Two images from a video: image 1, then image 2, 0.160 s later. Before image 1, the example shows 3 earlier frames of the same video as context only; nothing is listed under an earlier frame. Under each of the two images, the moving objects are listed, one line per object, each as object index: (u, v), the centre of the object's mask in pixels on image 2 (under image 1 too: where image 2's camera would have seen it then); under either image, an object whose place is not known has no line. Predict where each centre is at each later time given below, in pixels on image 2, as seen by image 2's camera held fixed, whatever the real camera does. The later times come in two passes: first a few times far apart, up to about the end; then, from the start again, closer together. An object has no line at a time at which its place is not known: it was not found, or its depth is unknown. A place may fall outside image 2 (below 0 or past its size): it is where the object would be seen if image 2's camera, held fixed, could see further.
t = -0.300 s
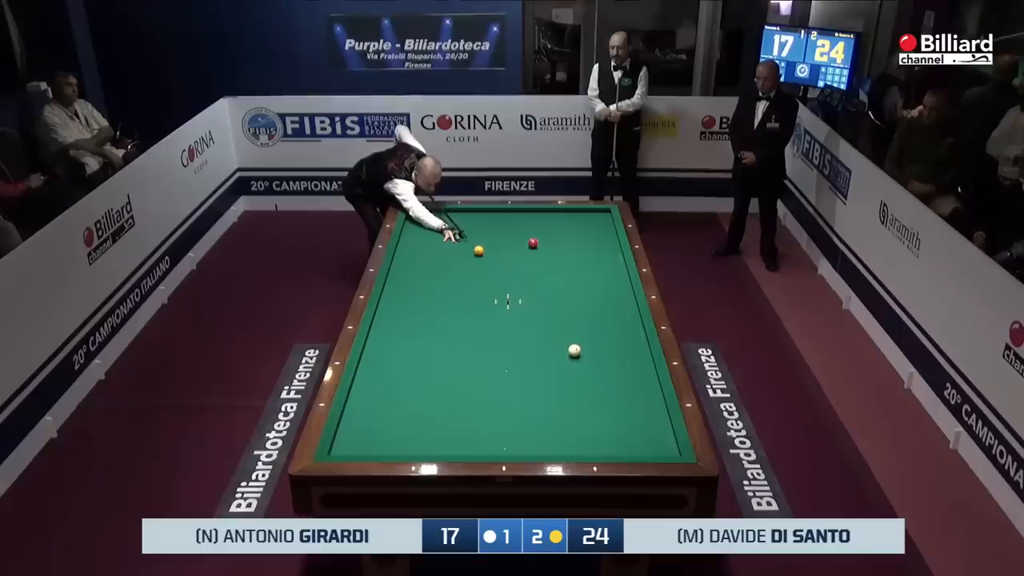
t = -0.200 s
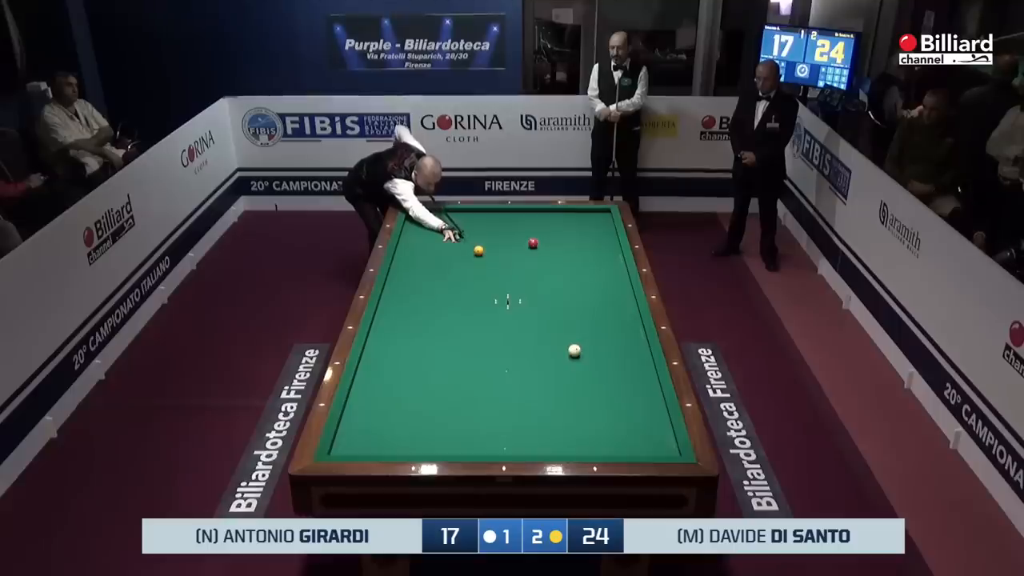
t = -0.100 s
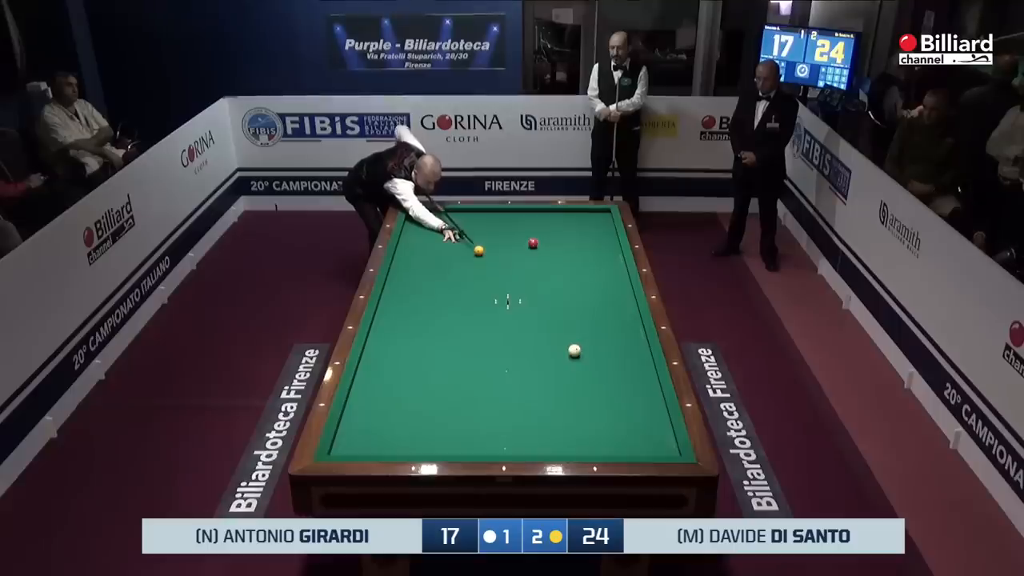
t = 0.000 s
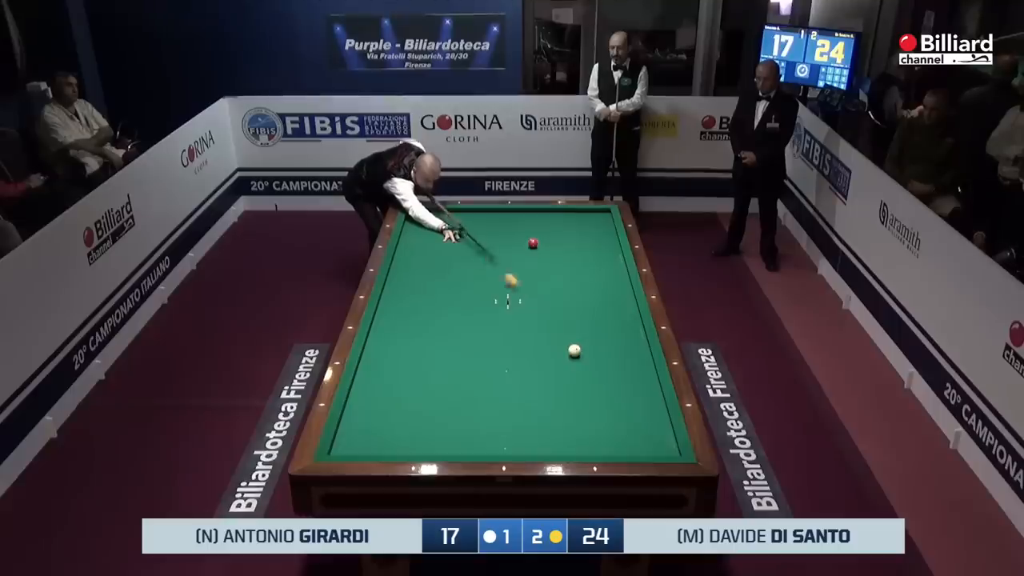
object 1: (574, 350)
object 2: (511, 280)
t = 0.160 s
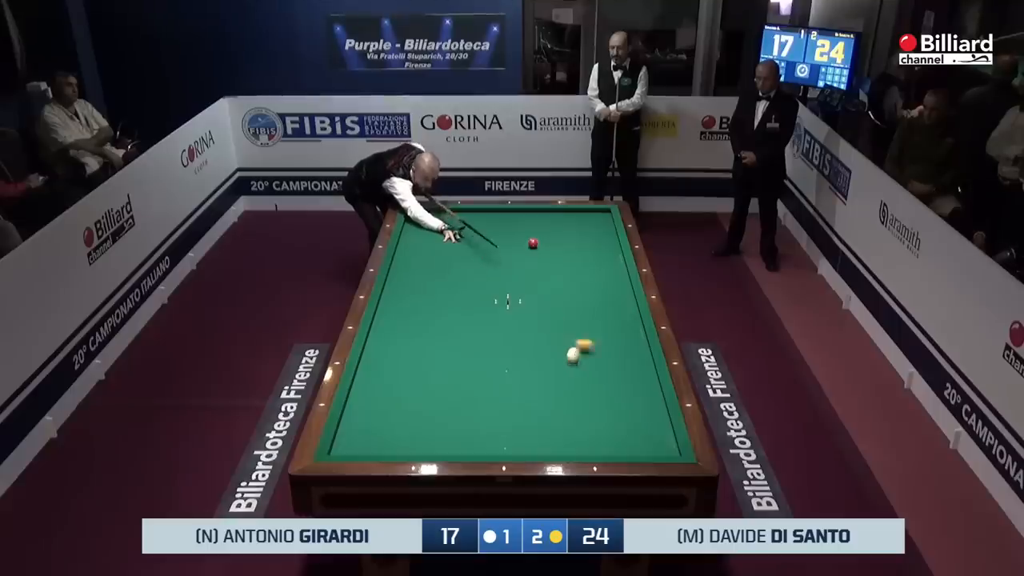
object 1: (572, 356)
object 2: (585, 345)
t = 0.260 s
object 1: (559, 400)
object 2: (644, 354)
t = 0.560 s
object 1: (526, 384)
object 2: (520, 352)
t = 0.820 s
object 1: (510, 324)
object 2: (435, 353)
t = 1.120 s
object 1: (497, 274)
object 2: (383, 355)
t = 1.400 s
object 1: (487, 237)
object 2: (436, 362)
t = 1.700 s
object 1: (479, 214)
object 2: (487, 368)
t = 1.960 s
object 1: (478, 234)
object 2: (531, 374)
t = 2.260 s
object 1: (476, 255)
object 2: (583, 380)
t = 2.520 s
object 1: (475, 275)
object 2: (627, 386)
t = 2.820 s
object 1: (472, 300)
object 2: (640, 391)
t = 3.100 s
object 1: (470, 327)
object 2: (614, 394)
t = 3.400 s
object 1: (468, 358)
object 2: (586, 396)
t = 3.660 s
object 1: (465, 389)
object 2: (563, 399)
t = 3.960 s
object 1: (462, 429)
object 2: (537, 402)
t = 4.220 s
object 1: (462, 442)
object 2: (515, 404)
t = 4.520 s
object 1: (466, 417)
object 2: (490, 407)
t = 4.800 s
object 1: (455, 400)
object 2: (483, 406)
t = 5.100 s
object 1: (437, 385)
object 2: (484, 403)
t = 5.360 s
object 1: (422, 372)
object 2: (484, 401)
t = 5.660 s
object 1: (407, 359)
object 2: (484, 399)
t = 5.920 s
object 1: (395, 349)
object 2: (484, 398)
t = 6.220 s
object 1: (382, 337)
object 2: (484, 397)
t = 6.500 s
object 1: (377, 328)
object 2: (484, 396)
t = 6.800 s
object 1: (388, 321)
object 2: (484, 396)
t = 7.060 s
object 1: (396, 315)
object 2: (484, 396)
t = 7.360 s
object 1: (404, 309)
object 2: (484, 397)
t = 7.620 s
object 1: (412, 304)
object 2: (484, 397)
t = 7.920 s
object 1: (419, 299)
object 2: (484, 396)
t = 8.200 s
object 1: (425, 294)
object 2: (484, 396)
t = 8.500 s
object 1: (432, 290)
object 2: (484, 396)
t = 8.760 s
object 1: (437, 287)
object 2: (484, 396)
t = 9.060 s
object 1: (442, 283)
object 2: (484, 396)
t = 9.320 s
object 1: (447, 280)
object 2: (484, 397)
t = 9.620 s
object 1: (451, 276)
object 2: (484, 396)
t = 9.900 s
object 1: (454, 274)
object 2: (484, 397)
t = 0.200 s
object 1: (567, 372)
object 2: (609, 349)
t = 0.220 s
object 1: (565, 381)
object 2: (620, 350)
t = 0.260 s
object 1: (559, 400)
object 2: (644, 354)
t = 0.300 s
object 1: (554, 419)
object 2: (631, 354)
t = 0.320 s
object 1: (550, 429)
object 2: (621, 354)
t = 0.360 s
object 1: (544, 448)
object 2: (603, 353)
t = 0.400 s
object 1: (540, 438)
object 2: (585, 353)
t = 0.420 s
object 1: (538, 430)
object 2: (576, 353)
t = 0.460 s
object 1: (534, 416)
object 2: (560, 353)
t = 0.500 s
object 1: (531, 402)
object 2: (544, 353)
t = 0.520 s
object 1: (529, 396)
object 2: (536, 352)
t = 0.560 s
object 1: (526, 384)
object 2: (520, 352)
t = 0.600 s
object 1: (523, 373)
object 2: (506, 352)
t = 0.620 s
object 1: (522, 368)
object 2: (499, 352)
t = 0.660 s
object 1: (519, 357)
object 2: (485, 352)
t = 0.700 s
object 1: (517, 348)
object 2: (472, 352)
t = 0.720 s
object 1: (515, 344)
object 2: (466, 352)
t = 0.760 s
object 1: (513, 336)
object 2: (454, 352)
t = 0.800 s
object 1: (511, 328)
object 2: (442, 353)
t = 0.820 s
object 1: (510, 324)
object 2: (435, 353)
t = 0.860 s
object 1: (508, 317)
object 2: (423, 353)
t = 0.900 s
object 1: (506, 309)
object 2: (411, 353)
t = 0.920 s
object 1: (506, 306)
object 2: (404, 353)
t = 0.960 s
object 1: (504, 299)
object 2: (392, 353)
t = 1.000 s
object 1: (502, 292)
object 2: (380, 354)
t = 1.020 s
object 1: (501, 289)
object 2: (374, 354)
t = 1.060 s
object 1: (500, 283)
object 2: (369, 354)
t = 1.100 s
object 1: (498, 277)
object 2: (378, 355)
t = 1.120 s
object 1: (497, 274)
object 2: (383, 355)
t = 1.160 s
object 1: (496, 268)
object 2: (392, 356)
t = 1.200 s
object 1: (494, 263)
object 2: (401, 357)
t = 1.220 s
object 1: (493, 260)
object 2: (405, 358)
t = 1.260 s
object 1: (492, 254)
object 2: (412, 359)
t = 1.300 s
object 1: (491, 249)
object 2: (419, 360)
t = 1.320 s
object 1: (490, 247)
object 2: (423, 360)
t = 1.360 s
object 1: (488, 242)
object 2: (429, 361)
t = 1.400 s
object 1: (487, 237)
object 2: (436, 362)
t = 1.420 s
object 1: (487, 234)
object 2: (439, 362)
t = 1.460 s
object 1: (485, 230)
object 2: (446, 363)
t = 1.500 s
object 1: (484, 225)
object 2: (453, 364)
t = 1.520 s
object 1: (483, 223)
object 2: (456, 364)
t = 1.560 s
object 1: (482, 218)
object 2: (463, 365)
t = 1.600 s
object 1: (481, 214)
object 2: (470, 366)
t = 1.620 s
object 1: (480, 212)
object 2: (473, 366)
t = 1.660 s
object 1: (480, 210)
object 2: (480, 367)
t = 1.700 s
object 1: (479, 214)
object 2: (487, 368)
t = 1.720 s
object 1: (479, 216)
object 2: (490, 369)
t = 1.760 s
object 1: (479, 219)
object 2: (497, 370)
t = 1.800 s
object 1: (479, 222)
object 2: (503, 370)
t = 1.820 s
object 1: (479, 224)
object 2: (507, 371)
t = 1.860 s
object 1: (479, 227)
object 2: (514, 372)
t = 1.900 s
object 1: (479, 230)
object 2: (521, 372)
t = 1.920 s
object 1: (478, 231)
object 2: (524, 373)
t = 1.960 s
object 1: (478, 234)
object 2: (531, 374)
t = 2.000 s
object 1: (478, 237)
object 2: (538, 375)
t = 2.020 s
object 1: (478, 238)
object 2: (542, 375)
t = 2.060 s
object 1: (478, 241)
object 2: (548, 376)
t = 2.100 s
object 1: (477, 244)
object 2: (555, 377)
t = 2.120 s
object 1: (477, 245)
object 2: (558, 378)
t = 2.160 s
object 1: (477, 248)
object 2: (565, 378)
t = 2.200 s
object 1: (477, 251)
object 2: (572, 379)
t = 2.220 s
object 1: (476, 252)
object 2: (575, 380)
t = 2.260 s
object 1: (476, 255)
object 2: (583, 380)
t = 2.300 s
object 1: (476, 258)
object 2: (589, 381)
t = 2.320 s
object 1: (476, 260)
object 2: (593, 382)
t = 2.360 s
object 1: (476, 263)
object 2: (600, 382)
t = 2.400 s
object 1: (475, 266)
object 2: (607, 383)
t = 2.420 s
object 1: (475, 267)
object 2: (610, 384)
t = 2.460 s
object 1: (475, 270)
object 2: (617, 385)
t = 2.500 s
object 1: (475, 273)
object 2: (624, 386)
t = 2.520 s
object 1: (475, 275)
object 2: (627, 386)
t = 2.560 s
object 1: (474, 278)
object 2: (634, 387)
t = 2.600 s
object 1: (474, 281)
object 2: (641, 388)
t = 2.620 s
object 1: (474, 283)
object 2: (645, 388)
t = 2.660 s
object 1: (474, 286)
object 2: (651, 389)
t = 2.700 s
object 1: (473, 290)
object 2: (654, 390)
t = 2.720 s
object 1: (473, 292)
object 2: (651, 390)
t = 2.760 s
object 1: (473, 295)
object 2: (646, 391)
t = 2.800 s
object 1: (472, 299)
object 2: (642, 391)
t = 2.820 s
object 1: (472, 300)
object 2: (640, 391)
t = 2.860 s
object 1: (472, 304)
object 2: (636, 392)
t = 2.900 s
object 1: (472, 308)
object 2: (632, 392)
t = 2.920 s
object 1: (472, 309)
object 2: (631, 392)
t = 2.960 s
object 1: (471, 313)
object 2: (627, 392)
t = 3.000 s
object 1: (471, 317)
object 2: (623, 393)
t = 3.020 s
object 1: (471, 319)
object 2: (621, 393)
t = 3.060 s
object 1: (470, 322)
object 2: (617, 393)
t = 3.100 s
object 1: (470, 327)
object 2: (614, 394)
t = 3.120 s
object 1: (470, 329)
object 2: (612, 394)
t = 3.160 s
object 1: (470, 332)
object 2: (608, 394)
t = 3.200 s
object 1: (470, 337)
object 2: (604, 395)
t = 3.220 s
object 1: (469, 339)
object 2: (603, 395)
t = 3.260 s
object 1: (469, 343)
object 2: (599, 395)
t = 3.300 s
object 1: (468, 347)
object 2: (595, 396)
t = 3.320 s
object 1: (468, 349)
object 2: (594, 396)
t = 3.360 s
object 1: (468, 354)
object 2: (590, 396)
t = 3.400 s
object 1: (468, 358)
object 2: (586, 396)
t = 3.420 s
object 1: (468, 360)
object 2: (584, 397)
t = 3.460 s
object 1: (467, 365)
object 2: (581, 397)
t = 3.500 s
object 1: (467, 369)
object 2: (577, 398)
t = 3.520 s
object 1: (467, 372)
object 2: (576, 398)
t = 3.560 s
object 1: (466, 377)
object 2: (572, 398)
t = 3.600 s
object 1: (466, 382)
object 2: (568, 398)
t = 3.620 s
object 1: (466, 384)
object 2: (566, 399)
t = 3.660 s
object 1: (465, 389)
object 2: (563, 399)
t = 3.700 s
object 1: (465, 394)
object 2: (560, 400)
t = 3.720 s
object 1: (465, 397)
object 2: (558, 400)
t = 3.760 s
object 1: (465, 402)
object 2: (554, 400)
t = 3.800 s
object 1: (464, 407)
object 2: (551, 400)
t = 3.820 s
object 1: (464, 410)
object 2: (549, 401)
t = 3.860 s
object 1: (463, 415)
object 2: (546, 401)
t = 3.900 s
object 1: (463, 421)
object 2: (542, 401)
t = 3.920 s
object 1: (463, 423)
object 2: (541, 401)
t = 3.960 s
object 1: (462, 429)
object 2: (537, 402)
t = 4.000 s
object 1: (462, 434)
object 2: (533, 402)
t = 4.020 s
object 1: (462, 437)
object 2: (532, 402)
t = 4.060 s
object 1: (461, 443)
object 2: (528, 403)
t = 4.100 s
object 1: (461, 447)
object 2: (525, 403)
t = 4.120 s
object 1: (461, 449)
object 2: (523, 404)
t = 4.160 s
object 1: (461, 447)
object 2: (520, 404)
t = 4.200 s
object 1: (462, 444)
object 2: (516, 404)
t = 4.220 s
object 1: (462, 442)
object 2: (515, 404)
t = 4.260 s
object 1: (463, 438)
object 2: (511, 405)
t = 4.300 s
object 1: (463, 435)
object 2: (508, 405)
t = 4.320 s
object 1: (463, 433)
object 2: (506, 405)
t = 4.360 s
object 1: (464, 430)
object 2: (503, 405)
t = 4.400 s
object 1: (465, 427)
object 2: (500, 406)
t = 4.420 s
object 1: (465, 425)
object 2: (497, 406)
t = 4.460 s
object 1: (465, 422)
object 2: (495, 406)
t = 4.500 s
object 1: (466, 419)
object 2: (492, 407)
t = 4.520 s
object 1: (466, 417)
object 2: (490, 407)
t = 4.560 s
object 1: (466, 414)
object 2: (486, 407)
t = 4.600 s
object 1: (467, 411)
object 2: (483, 408)
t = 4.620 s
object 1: (467, 410)
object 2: (482, 408)
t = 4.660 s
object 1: (464, 408)
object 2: (482, 407)
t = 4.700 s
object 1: (461, 405)
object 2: (483, 407)
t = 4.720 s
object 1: (460, 405)
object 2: (483, 407)
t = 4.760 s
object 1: (457, 402)
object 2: (483, 406)
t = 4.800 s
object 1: (455, 400)
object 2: (483, 406)
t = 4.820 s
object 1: (454, 399)
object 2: (483, 405)
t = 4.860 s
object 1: (451, 397)
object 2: (483, 405)
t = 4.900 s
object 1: (449, 395)
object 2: (483, 405)
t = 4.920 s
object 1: (448, 394)
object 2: (483, 404)
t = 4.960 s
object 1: (445, 392)
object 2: (483, 404)
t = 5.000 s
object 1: (443, 390)
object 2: (483, 404)
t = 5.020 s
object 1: (442, 389)
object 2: (484, 404)
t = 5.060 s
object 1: (439, 387)
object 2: (484, 403)
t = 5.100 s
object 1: (437, 385)
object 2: (484, 403)
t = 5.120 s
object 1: (435, 384)
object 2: (484, 403)
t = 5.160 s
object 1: (433, 382)
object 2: (484, 402)
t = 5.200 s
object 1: (431, 380)
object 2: (484, 402)
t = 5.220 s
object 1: (430, 379)
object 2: (484, 402)
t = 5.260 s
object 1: (428, 377)
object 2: (484, 402)
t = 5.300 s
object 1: (426, 375)
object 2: (484, 401)
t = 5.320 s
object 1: (425, 374)
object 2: (484, 401)
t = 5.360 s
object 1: (422, 372)
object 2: (484, 401)
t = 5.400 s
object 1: (420, 370)
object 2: (484, 401)
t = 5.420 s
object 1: (419, 370)
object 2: (484, 401)
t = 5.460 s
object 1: (417, 368)
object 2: (484, 400)
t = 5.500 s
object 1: (415, 366)
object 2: (484, 400)
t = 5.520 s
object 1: (414, 365)
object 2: (484, 400)
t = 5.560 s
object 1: (412, 364)
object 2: (484, 400)
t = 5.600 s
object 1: (410, 361)
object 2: (484, 400)
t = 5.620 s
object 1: (409, 361)
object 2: (484, 399)
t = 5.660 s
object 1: (407, 359)
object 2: (484, 399)
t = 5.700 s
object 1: (405, 357)
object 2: (484, 399)
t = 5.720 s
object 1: (404, 357)
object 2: (484, 399)
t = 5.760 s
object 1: (402, 355)
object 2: (484, 399)
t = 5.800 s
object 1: (400, 353)
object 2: (484, 399)
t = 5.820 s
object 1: (399, 352)
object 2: (484, 398)
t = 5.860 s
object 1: (398, 351)
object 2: (484, 398)
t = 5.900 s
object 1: (396, 349)
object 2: (484, 398)
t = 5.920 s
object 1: (395, 349)
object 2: (484, 398)
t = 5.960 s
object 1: (393, 347)
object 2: (484, 398)
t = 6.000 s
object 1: (391, 345)
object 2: (484, 398)
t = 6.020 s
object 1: (390, 345)
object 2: (484, 398)
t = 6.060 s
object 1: (388, 343)
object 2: (484, 398)
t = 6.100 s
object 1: (387, 342)
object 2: (484, 397)
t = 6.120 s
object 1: (386, 341)
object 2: (484, 397)
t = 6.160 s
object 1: (384, 339)
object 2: (484, 397)
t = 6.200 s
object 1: (382, 338)
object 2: (484, 397)
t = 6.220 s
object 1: (382, 337)
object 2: (484, 397)
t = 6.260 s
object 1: (380, 336)
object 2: (484, 397)
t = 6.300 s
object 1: (378, 334)
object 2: (484, 397)
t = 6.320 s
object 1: (377, 334)
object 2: (484, 397)
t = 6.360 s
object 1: (376, 332)
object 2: (484, 397)
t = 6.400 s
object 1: (374, 331)
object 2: (484, 397)
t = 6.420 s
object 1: (374, 330)
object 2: (484, 397)
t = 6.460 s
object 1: (376, 329)
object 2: (484, 396)
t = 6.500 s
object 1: (377, 328)
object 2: (484, 396)
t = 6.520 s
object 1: (378, 328)
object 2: (484, 396)
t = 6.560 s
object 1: (379, 327)
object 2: (484, 396)
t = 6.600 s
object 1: (381, 326)
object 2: (484, 396)
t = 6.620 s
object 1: (381, 325)
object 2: (484, 396)
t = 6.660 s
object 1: (383, 324)
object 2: (484, 396)
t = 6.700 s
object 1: (384, 323)
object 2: (484, 396)
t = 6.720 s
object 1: (385, 323)
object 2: (484, 396)
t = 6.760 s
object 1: (386, 322)
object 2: (484, 396)
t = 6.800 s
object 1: (388, 321)
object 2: (484, 396)
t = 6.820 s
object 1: (388, 321)
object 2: (484, 396)
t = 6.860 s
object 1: (390, 320)
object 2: (484, 396)
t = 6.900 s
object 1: (391, 319)
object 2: (484, 396)
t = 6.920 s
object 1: (391, 318)
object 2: (484, 396)
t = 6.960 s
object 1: (393, 318)
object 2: (484, 396)
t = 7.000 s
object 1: (394, 317)
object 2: (484, 396)
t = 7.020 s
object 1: (394, 316)
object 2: (484, 396)
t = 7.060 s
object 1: (396, 315)
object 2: (484, 396)
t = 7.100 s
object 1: (397, 314)
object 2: (484, 396)
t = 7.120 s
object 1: (398, 314)
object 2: (484, 396)
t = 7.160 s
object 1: (399, 313)
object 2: (484, 396)
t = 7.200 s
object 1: (400, 312)
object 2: (484, 396)
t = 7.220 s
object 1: (401, 312)
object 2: (484, 396)
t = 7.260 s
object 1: (402, 311)
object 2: (484, 397)
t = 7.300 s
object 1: (403, 310)
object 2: (484, 396)
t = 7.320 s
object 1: (403, 310)
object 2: (484, 397)
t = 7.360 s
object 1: (404, 309)
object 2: (484, 397)
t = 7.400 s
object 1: (406, 308)
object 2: (484, 396)
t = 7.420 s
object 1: (406, 308)
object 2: (484, 397)
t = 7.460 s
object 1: (407, 307)
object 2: (484, 396)
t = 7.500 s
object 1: (408, 306)
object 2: (484, 397)
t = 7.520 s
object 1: (409, 306)
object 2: (484, 396)
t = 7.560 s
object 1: (410, 305)
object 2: (484, 397)
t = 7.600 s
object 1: (411, 305)
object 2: (484, 397)
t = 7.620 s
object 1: (412, 304)
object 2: (484, 397)
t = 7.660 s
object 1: (412, 304)
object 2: (484, 396)
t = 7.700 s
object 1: (414, 303)
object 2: (484, 397)
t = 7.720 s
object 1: (414, 302)
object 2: (484, 397)
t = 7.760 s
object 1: (415, 302)
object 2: (484, 397)
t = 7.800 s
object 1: (416, 301)
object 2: (484, 397)
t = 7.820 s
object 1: (417, 301)
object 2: (484, 397)
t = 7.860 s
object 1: (418, 300)
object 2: (484, 397)
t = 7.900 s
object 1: (418, 299)
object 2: (484, 397)
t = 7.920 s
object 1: (419, 299)
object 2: (484, 396)
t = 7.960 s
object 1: (420, 298)
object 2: (484, 396)
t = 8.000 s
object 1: (421, 298)
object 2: (484, 397)
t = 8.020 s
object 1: (421, 297)
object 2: (484, 396)
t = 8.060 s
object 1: (422, 297)
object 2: (484, 396)
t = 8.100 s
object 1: (423, 296)
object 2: (484, 396)
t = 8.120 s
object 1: (424, 296)
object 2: (484, 396)
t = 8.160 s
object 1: (425, 295)
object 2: (484, 396)
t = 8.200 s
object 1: (425, 294)
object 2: (484, 396)
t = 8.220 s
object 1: (426, 294)
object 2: (484, 396)
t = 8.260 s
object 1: (427, 294)
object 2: (484, 396)
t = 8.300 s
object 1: (428, 293)
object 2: (484, 396)
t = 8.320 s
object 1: (428, 293)
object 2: (484, 396)
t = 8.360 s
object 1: (429, 292)
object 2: (484, 396)
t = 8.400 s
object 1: (430, 291)
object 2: (484, 396)
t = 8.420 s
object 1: (430, 291)
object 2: (484, 396)
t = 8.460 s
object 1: (431, 291)
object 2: (484, 396)
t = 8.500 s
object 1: (432, 290)
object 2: (484, 396)
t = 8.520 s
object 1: (432, 290)
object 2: (484, 396)
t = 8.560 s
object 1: (433, 289)
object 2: (484, 396)
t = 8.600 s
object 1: (434, 289)
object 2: (484, 396)
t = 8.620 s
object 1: (434, 288)
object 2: (484, 396)
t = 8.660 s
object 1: (435, 288)
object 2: (484, 396)
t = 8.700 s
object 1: (436, 288)
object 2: (484, 396)
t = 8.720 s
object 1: (436, 287)
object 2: (484, 396)
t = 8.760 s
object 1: (437, 287)
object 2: (484, 396)
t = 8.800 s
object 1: (438, 286)
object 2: (484, 396)
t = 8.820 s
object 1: (438, 286)
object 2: (484, 396)
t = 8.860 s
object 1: (439, 285)
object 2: (484, 396)
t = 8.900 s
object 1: (439, 285)
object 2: (484, 396)
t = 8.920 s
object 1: (440, 285)
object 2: (484, 396)
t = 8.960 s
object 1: (441, 284)
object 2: (484, 396)
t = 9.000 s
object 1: (441, 284)
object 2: (484, 396)
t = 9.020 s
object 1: (442, 284)
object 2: (484, 396)
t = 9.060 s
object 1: (442, 283)
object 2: (484, 396)
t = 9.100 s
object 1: (443, 282)
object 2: (484, 396)
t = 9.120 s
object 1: (443, 282)
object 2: (484, 396)
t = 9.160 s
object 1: (444, 282)
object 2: (484, 396)
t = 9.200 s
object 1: (444, 281)
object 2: (484, 396)
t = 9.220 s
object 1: (445, 281)
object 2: (484, 396)
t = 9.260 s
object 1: (446, 280)
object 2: (484, 396)
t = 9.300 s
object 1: (446, 280)
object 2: (484, 397)
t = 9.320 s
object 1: (447, 280)
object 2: (484, 397)
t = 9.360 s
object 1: (447, 280)
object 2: (484, 397)
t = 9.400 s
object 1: (447, 279)
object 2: (484, 397)
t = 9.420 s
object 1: (448, 279)
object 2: (484, 397)
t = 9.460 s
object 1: (448, 278)
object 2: (484, 397)
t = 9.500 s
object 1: (449, 278)
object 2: (484, 397)
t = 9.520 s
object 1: (449, 277)
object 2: (484, 397)
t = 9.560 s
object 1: (450, 277)
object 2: (484, 396)
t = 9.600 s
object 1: (451, 277)
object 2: (484, 396)
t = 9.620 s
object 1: (451, 276)
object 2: (484, 396)
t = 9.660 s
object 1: (451, 276)
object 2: (484, 397)
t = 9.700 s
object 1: (452, 276)
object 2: (484, 397)
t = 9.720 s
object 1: (452, 276)
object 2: (484, 397)
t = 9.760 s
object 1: (453, 275)
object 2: (484, 396)
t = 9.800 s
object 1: (453, 275)
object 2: (484, 397)
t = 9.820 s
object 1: (453, 274)
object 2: (484, 397)
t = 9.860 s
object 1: (454, 274)
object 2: (484, 397)
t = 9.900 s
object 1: (454, 274)
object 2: (484, 397)
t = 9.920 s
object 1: (455, 273)
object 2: (484, 397)
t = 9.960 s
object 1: (455, 273)
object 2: (484, 397)
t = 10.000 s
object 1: (455, 273)
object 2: (484, 397)
